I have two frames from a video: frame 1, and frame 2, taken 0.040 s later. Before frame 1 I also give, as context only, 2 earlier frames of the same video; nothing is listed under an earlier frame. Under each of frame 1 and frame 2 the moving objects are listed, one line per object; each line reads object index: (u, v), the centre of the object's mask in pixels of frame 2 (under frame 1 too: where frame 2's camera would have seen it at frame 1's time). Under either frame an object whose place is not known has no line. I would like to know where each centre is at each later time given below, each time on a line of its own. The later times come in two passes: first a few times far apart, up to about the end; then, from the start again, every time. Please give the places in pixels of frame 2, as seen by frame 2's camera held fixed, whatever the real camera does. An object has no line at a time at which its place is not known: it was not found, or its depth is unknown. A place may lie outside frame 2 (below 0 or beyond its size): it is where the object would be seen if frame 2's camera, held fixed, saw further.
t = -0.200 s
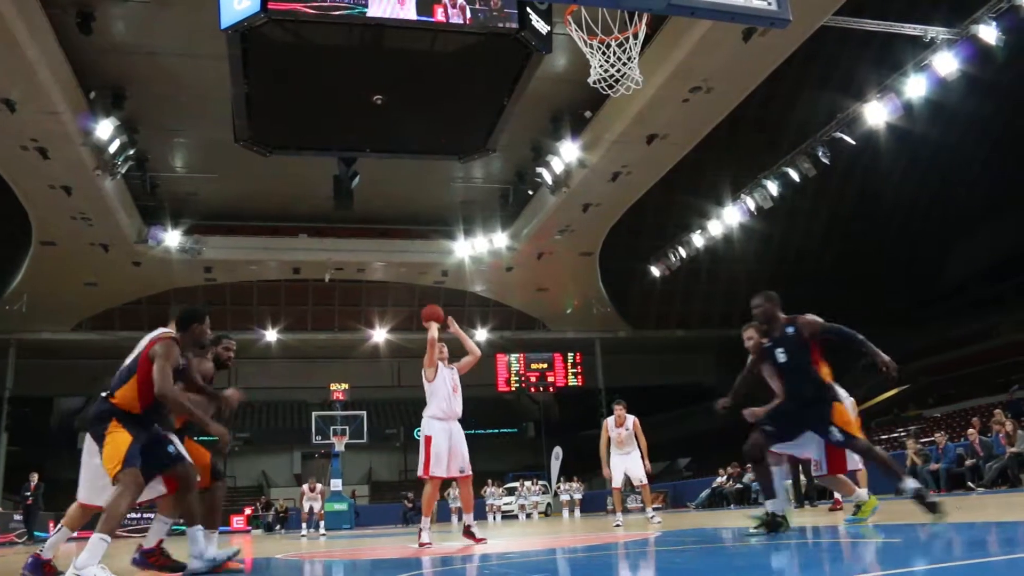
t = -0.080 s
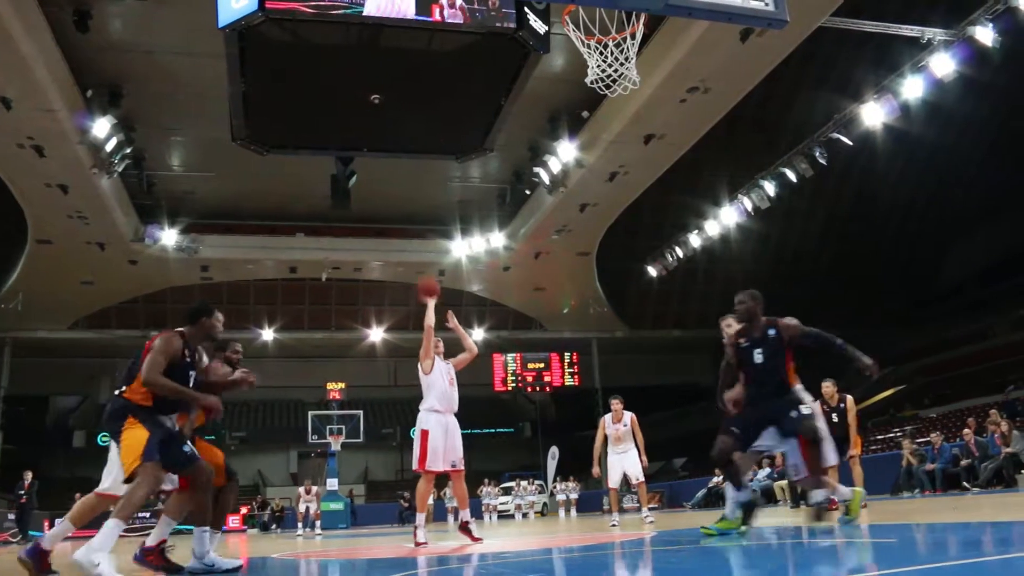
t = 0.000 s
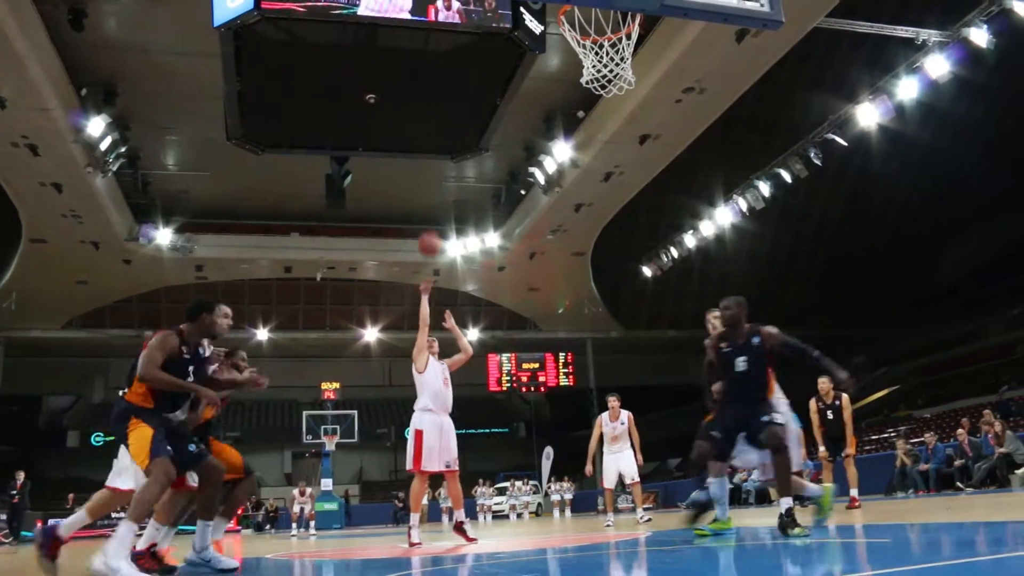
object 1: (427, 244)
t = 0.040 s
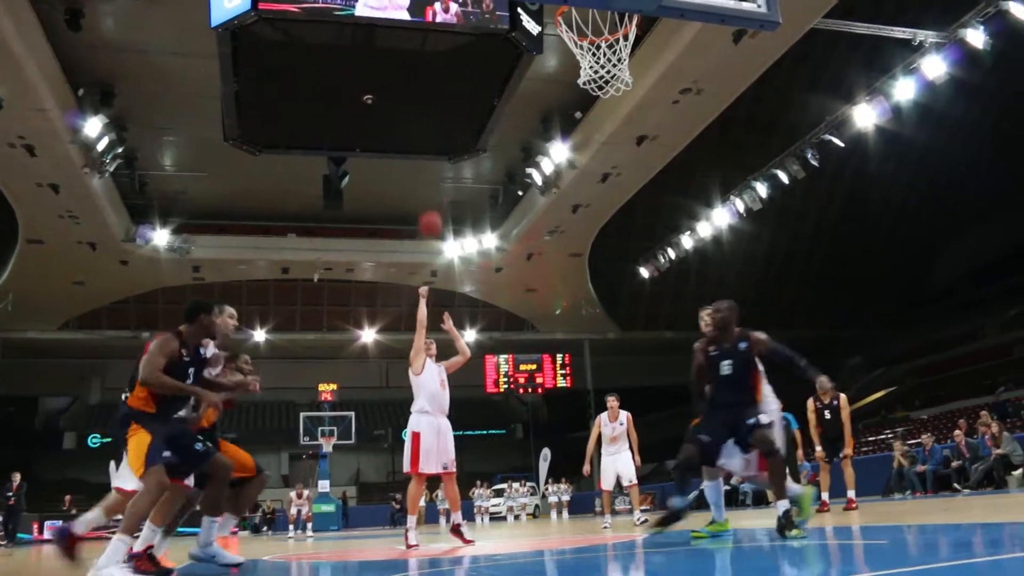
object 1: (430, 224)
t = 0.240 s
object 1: (450, 128)
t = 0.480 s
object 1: (481, 44)
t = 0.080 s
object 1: (433, 202)
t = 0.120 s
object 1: (437, 182)
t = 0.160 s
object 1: (441, 162)
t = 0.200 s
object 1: (445, 144)
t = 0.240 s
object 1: (450, 128)
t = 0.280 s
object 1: (454, 112)
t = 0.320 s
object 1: (459, 96)
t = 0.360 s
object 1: (464, 82)
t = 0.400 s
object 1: (469, 68)
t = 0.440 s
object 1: (475, 55)
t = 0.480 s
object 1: (481, 44)
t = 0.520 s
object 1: (487, 34)
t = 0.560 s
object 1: (493, 24)
